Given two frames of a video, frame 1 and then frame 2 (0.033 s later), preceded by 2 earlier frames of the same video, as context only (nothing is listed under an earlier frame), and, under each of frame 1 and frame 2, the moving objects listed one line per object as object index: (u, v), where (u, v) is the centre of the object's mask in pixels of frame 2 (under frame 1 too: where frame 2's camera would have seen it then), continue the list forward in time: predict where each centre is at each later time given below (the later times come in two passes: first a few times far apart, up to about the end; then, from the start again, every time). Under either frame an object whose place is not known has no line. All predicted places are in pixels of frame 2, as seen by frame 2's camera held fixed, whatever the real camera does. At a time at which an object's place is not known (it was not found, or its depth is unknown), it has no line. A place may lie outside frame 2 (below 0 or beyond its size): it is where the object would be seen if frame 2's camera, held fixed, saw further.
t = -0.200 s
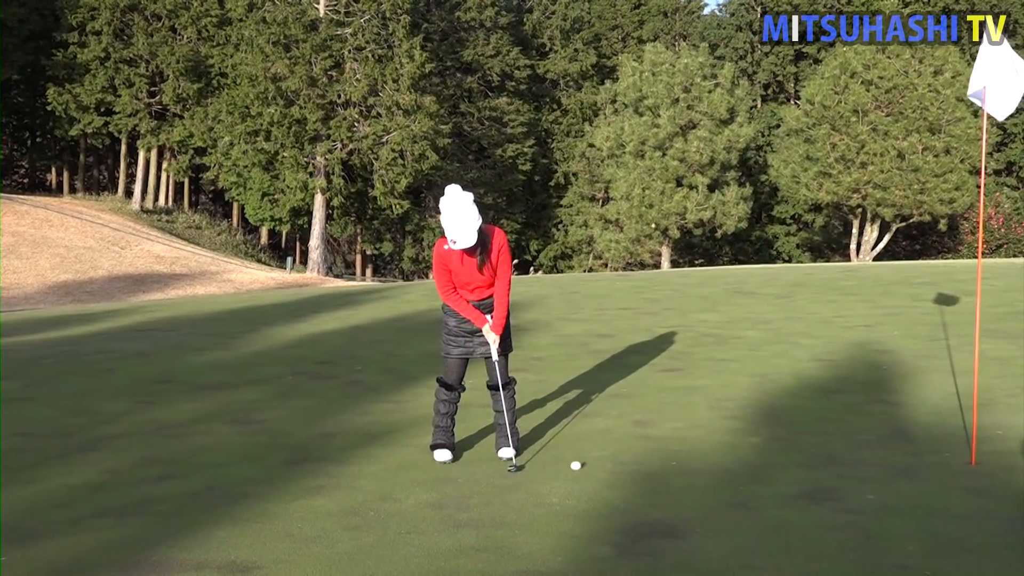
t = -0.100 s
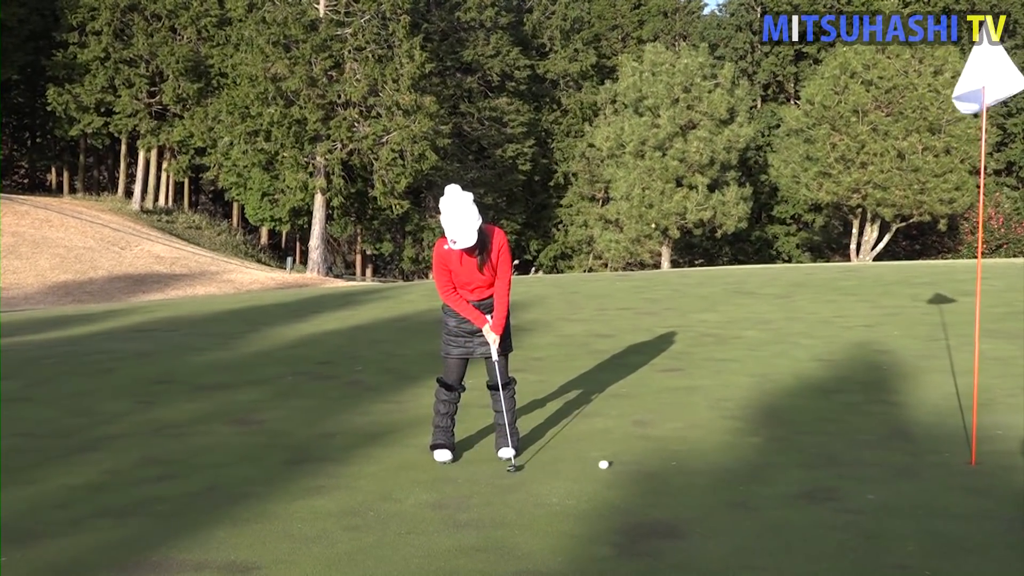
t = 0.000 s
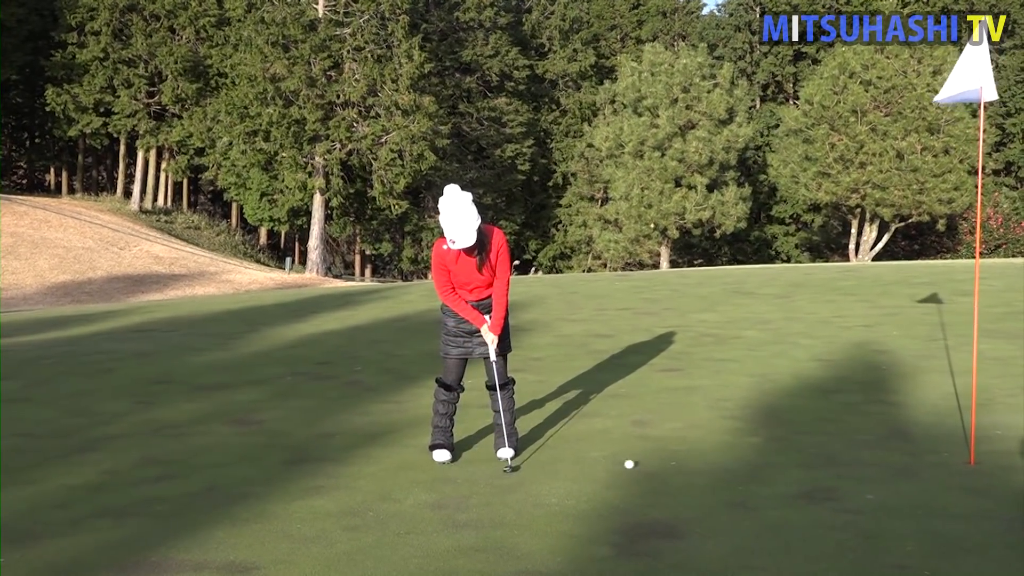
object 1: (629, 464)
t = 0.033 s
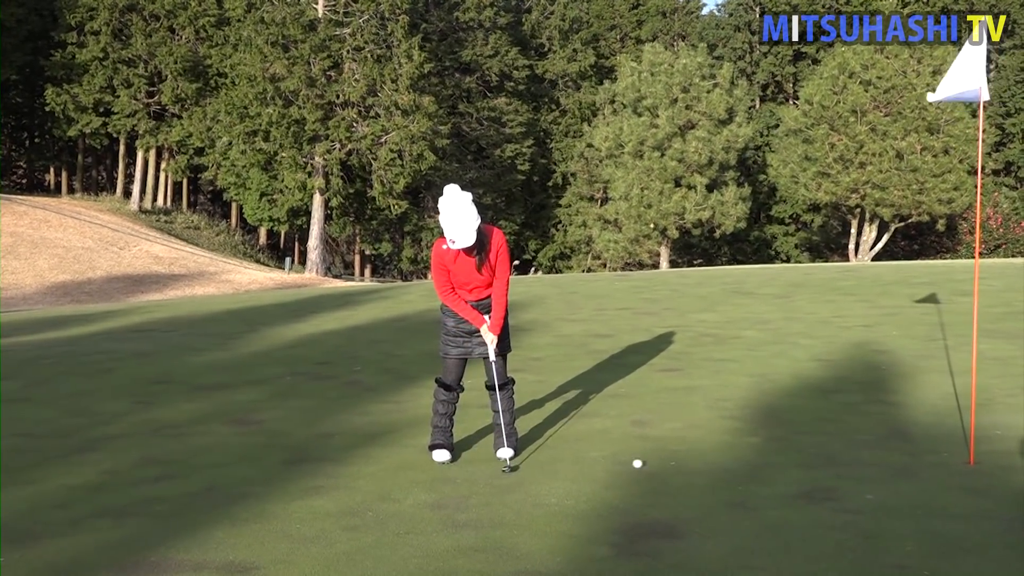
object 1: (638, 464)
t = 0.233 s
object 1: (687, 462)
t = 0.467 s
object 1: (738, 461)
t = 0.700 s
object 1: (784, 460)
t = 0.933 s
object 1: (823, 460)
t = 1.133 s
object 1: (851, 459)
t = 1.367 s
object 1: (877, 459)
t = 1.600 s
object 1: (898, 459)
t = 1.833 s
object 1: (911, 459)
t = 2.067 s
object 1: (918, 459)
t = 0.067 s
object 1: (647, 464)
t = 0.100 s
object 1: (655, 463)
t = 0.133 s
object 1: (663, 463)
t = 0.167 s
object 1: (671, 463)
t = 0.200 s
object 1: (679, 463)
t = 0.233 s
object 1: (687, 462)
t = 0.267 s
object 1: (694, 462)
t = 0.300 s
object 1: (702, 462)
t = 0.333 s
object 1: (709, 462)
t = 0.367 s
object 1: (717, 461)
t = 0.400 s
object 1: (724, 461)
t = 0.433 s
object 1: (731, 461)
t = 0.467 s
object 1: (738, 461)
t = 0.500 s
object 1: (745, 461)
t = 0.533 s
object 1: (752, 461)
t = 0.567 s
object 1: (758, 461)
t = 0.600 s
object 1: (765, 460)
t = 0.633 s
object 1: (771, 460)
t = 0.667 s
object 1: (778, 460)
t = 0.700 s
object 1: (784, 460)
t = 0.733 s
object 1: (790, 460)
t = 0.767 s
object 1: (796, 460)
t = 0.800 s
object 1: (802, 460)
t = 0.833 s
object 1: (807, 460)
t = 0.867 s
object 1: (812, 460)
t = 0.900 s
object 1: (818, 460)
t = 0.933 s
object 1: (823, 460)
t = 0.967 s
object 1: (828, 459)
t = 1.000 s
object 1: (833, 459)
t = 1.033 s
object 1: (837, 459)
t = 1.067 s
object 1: (842, 459)
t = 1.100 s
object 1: (846, 459)
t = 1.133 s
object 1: (851, 459)
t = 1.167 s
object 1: (855, 459)
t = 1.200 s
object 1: (859, 459)
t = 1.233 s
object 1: (863, 459)
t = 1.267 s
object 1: (867, 459)
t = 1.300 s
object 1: (870, 459)
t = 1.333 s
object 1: (874, 459)
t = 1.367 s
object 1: (877, 459)
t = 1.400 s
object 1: (880, 459)
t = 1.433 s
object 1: (884, 459)
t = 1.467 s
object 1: (887, 459)
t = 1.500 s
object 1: (890, 459)
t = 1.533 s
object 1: (892, 459)
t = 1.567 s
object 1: (895, 459)
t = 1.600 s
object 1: (898, 459)
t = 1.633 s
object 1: (900, 459)
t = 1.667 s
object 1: (902, 459)
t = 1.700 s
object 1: (904, 459)
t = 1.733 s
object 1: (906, 459)
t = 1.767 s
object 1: (908, 459)
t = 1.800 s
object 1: (910, 459)
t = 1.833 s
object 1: (911, 459)
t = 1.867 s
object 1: (913, 459)
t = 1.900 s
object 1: (914, 459)
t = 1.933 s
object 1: (915, 459)
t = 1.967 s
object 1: (916, 459)
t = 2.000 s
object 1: (917, 459)
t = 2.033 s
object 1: (918, 459)
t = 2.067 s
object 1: (918, 459)
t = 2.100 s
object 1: (919, 459)
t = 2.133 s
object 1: (920, 459)
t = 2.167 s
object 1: (920, 459)
